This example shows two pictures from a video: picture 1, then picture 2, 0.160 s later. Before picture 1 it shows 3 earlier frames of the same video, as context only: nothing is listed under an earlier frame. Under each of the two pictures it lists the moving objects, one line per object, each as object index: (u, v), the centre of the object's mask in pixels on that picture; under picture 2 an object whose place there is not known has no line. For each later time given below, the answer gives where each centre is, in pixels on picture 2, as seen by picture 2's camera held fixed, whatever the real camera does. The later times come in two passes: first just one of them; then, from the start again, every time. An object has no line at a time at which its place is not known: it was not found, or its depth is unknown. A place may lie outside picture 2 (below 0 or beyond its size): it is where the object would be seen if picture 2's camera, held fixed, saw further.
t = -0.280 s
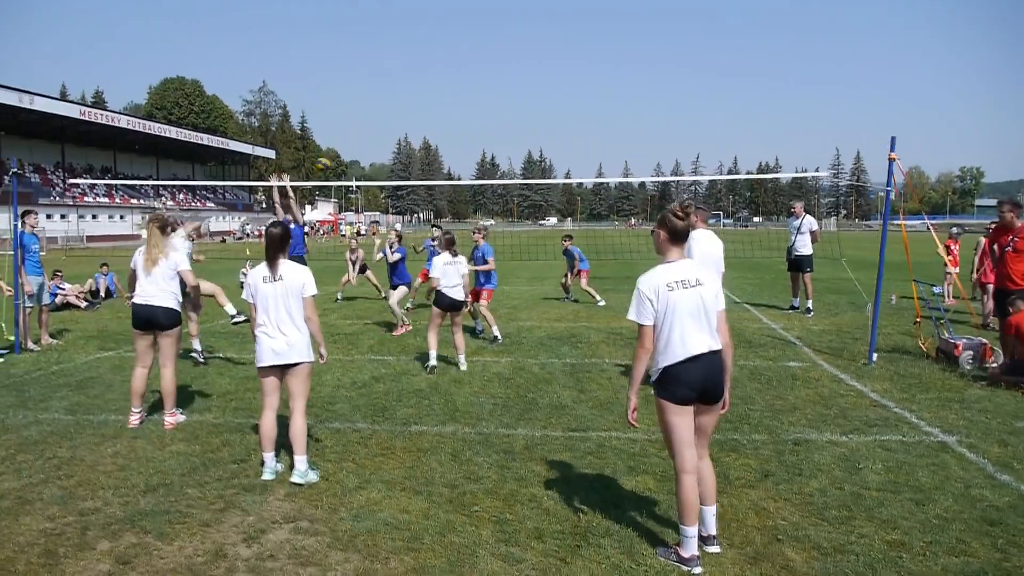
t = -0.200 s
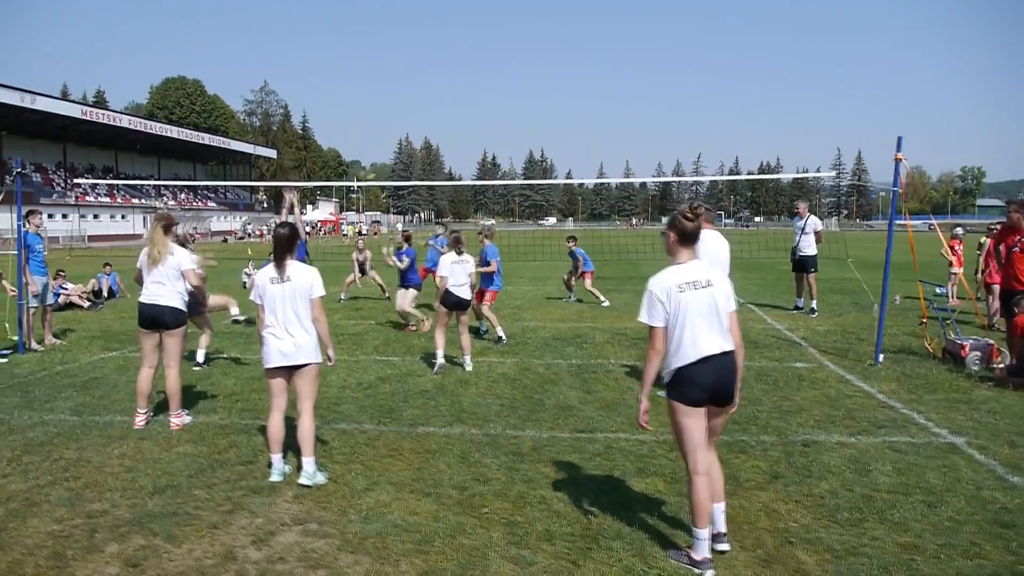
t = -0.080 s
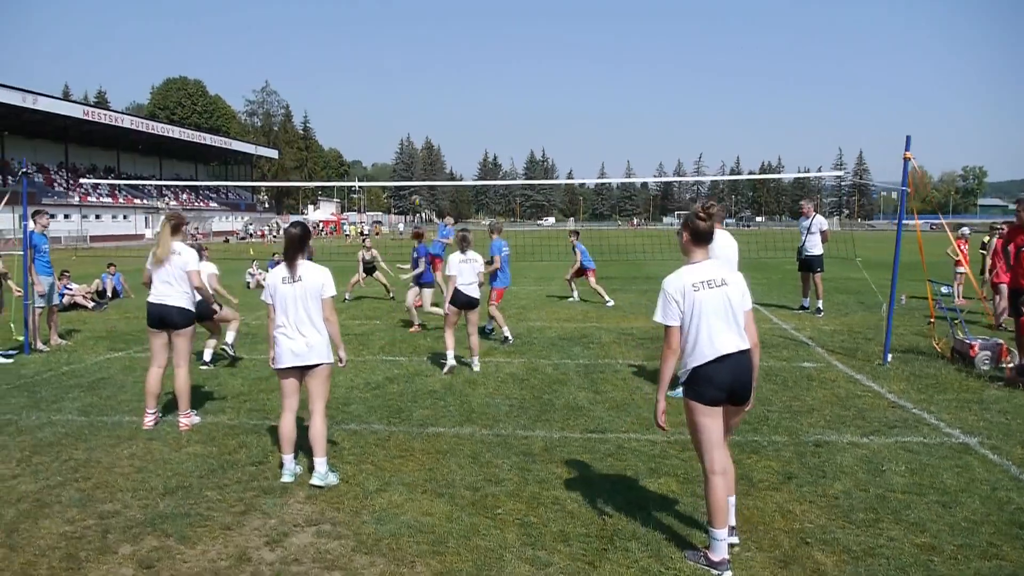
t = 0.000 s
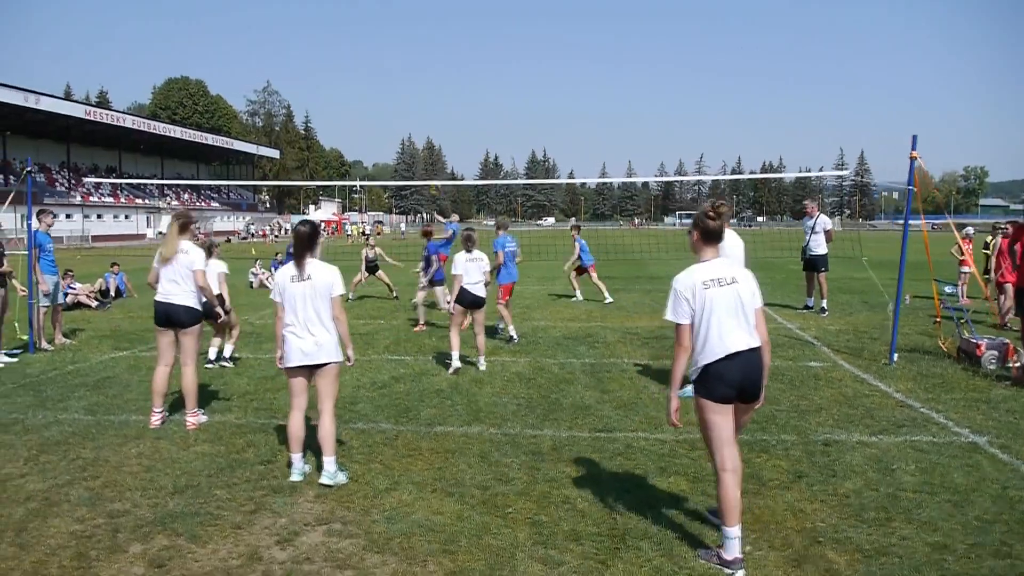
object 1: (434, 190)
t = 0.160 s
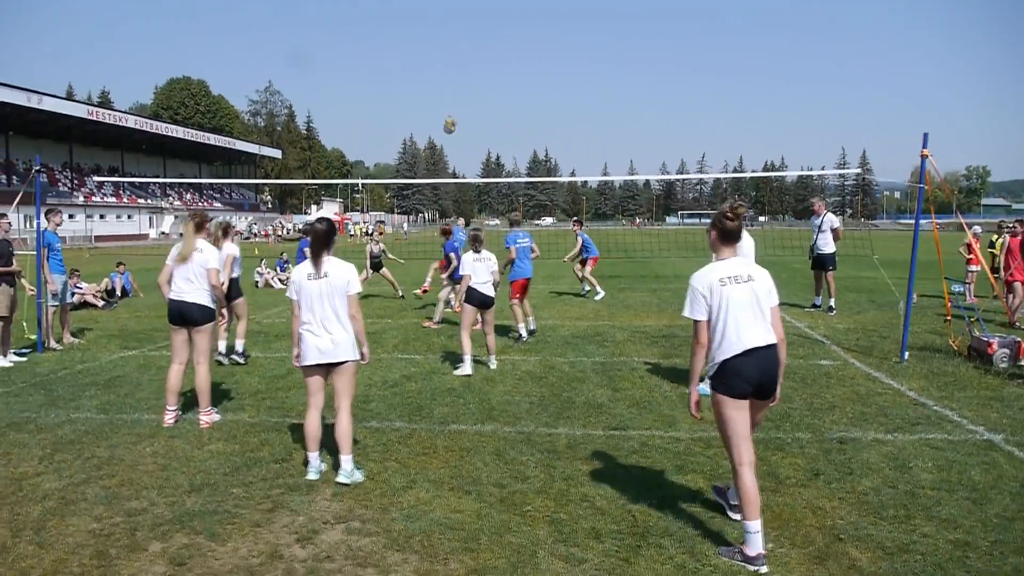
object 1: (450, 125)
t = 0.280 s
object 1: (458, 86)
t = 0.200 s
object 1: (452, 112)
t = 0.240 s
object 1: (456, 97)
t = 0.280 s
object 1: (458, 86)
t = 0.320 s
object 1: (461, 75)
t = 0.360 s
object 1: (465, 64)
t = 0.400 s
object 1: (469, 55)
